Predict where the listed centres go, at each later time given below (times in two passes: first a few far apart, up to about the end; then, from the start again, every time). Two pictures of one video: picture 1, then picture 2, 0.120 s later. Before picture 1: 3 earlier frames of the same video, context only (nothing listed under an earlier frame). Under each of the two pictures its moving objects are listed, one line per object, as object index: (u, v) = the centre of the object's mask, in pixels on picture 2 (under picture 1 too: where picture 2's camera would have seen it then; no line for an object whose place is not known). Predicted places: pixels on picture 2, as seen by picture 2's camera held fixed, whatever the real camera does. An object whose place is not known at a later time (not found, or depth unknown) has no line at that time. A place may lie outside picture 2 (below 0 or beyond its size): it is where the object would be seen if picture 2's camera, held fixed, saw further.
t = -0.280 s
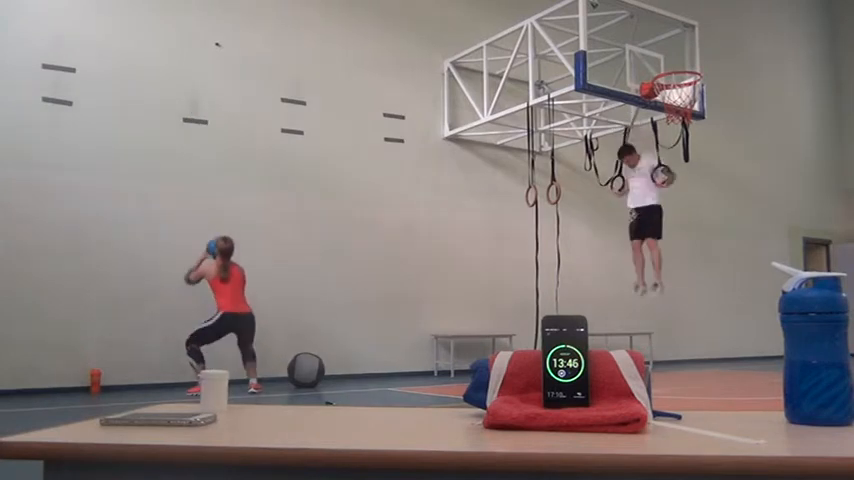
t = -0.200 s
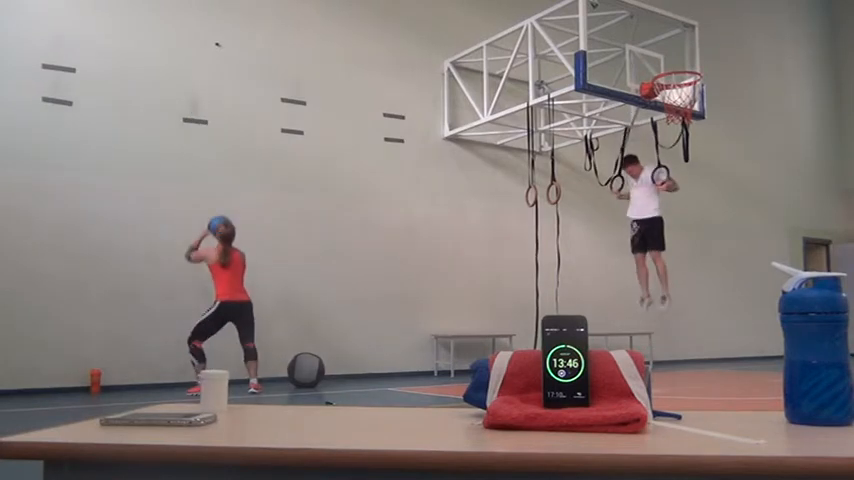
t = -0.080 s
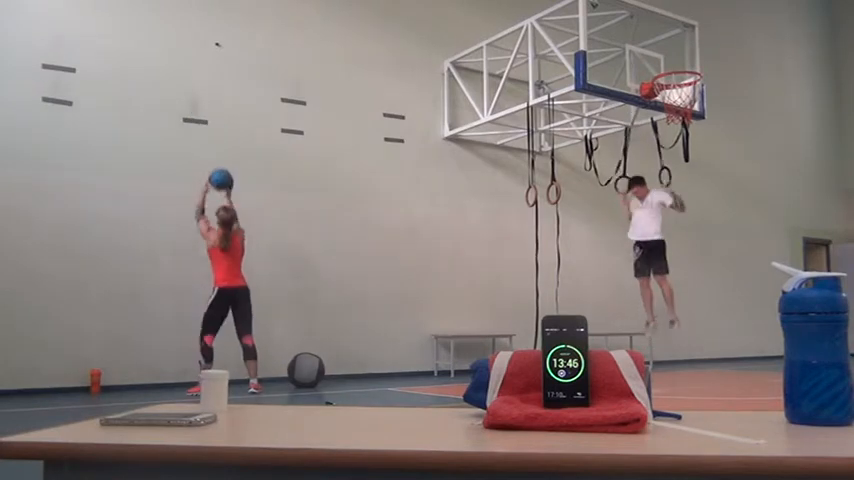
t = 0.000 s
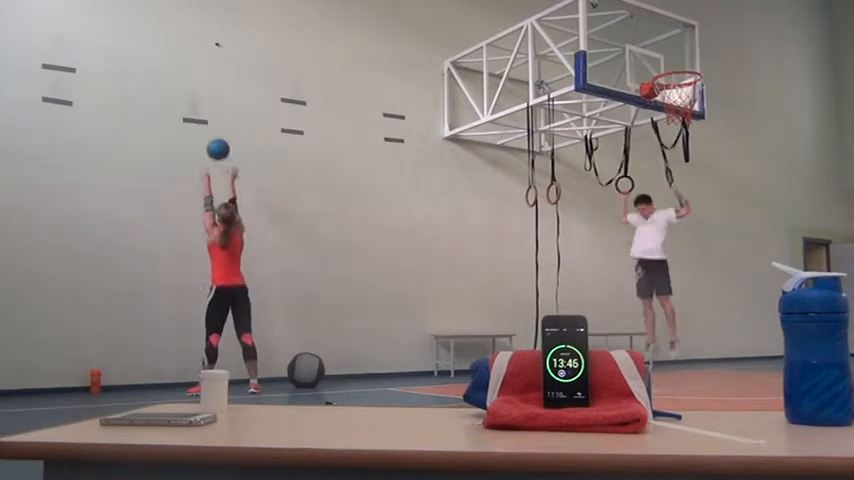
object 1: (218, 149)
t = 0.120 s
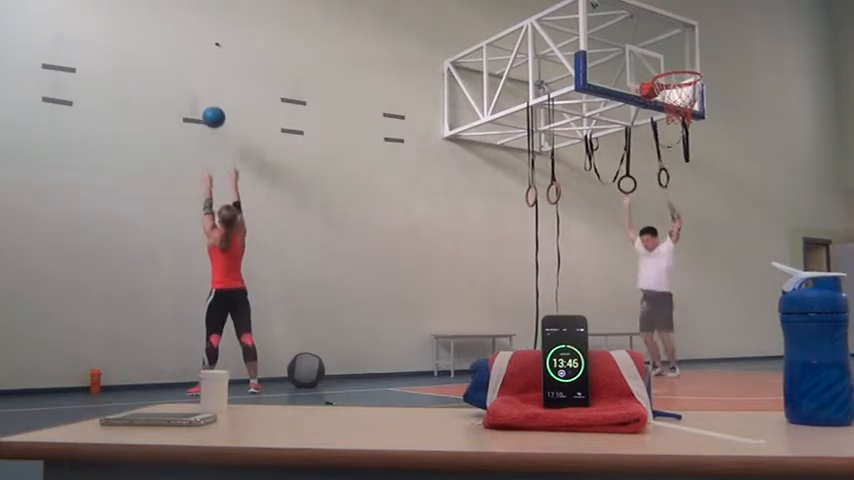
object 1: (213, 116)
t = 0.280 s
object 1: (208, 96)
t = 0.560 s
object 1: (213, 109)
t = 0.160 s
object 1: (212, 109)
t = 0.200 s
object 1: (211, 103)
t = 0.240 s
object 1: (209, 99)
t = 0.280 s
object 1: (208, 96)
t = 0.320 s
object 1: (206, 95)
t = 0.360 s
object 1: (206, 95)
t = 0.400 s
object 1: (208, 94)
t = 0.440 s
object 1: (209, 96)
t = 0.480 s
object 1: (210, 99)
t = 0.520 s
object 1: (212, 103)
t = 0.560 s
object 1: (213, 109)
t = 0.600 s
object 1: (214, 117)
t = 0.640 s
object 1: (216, 127)
